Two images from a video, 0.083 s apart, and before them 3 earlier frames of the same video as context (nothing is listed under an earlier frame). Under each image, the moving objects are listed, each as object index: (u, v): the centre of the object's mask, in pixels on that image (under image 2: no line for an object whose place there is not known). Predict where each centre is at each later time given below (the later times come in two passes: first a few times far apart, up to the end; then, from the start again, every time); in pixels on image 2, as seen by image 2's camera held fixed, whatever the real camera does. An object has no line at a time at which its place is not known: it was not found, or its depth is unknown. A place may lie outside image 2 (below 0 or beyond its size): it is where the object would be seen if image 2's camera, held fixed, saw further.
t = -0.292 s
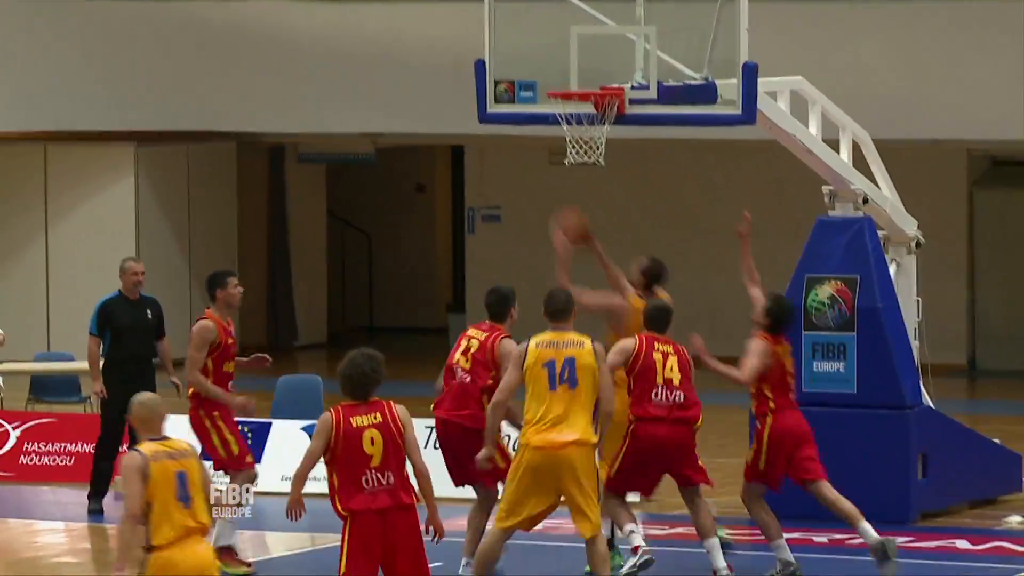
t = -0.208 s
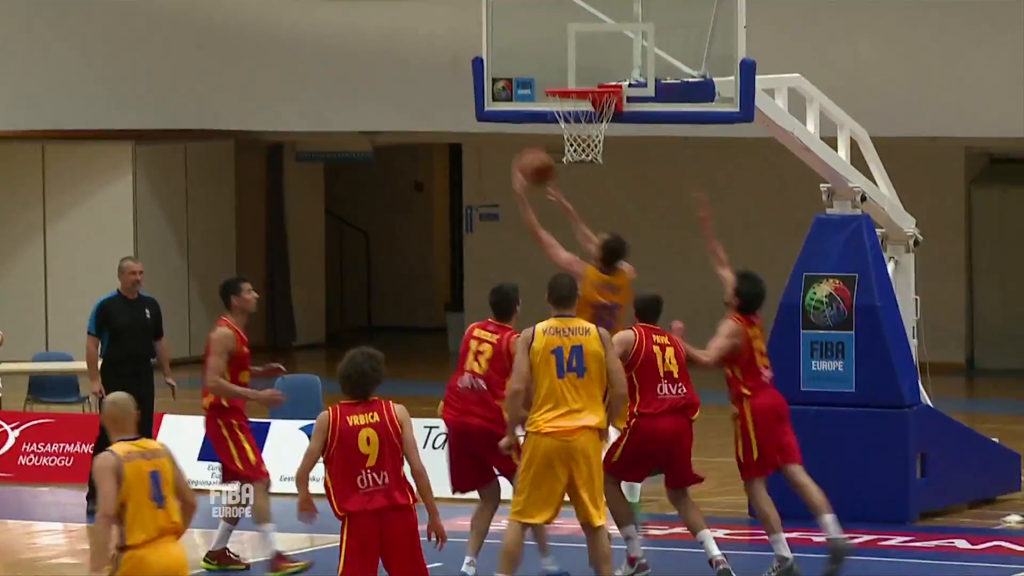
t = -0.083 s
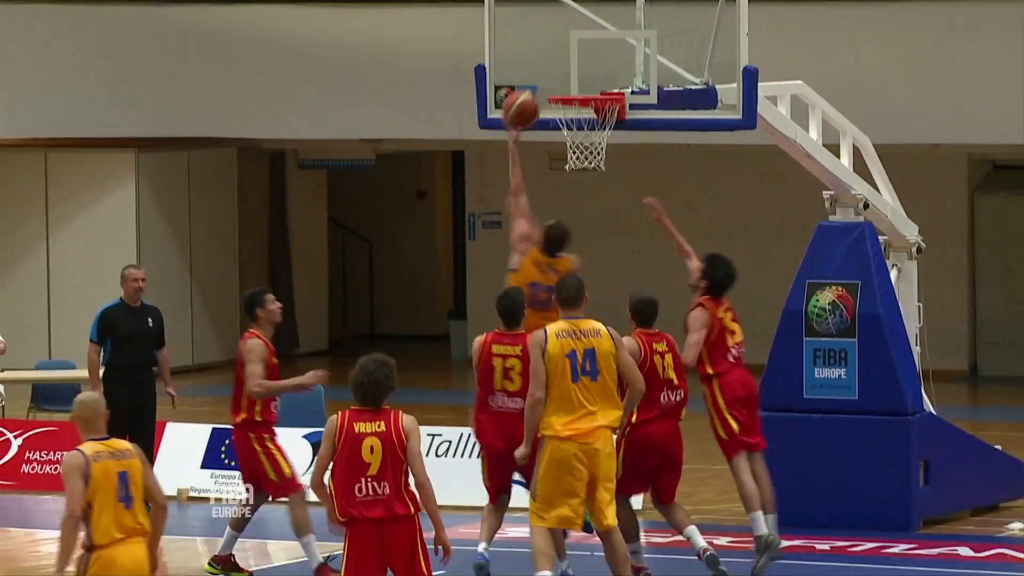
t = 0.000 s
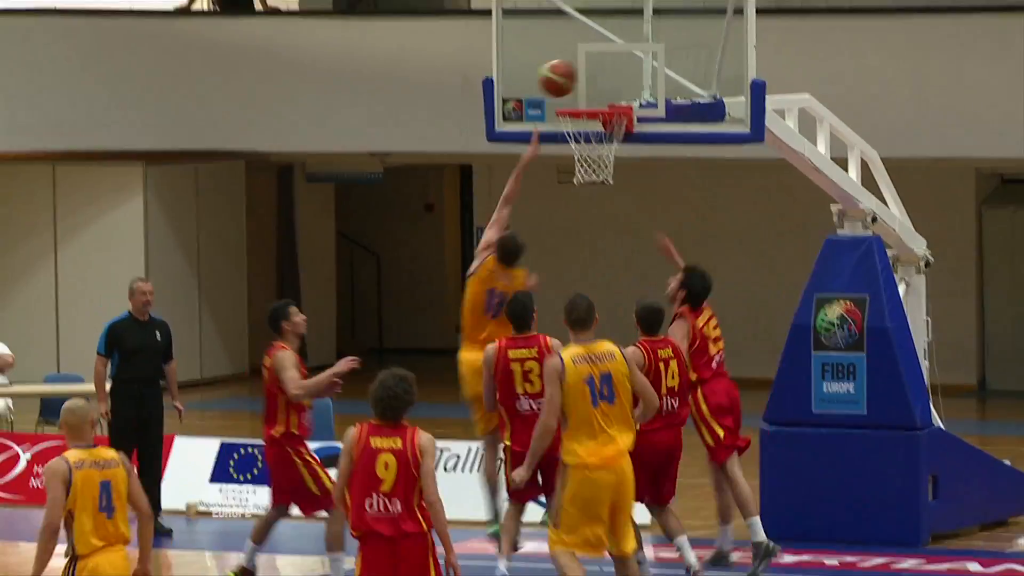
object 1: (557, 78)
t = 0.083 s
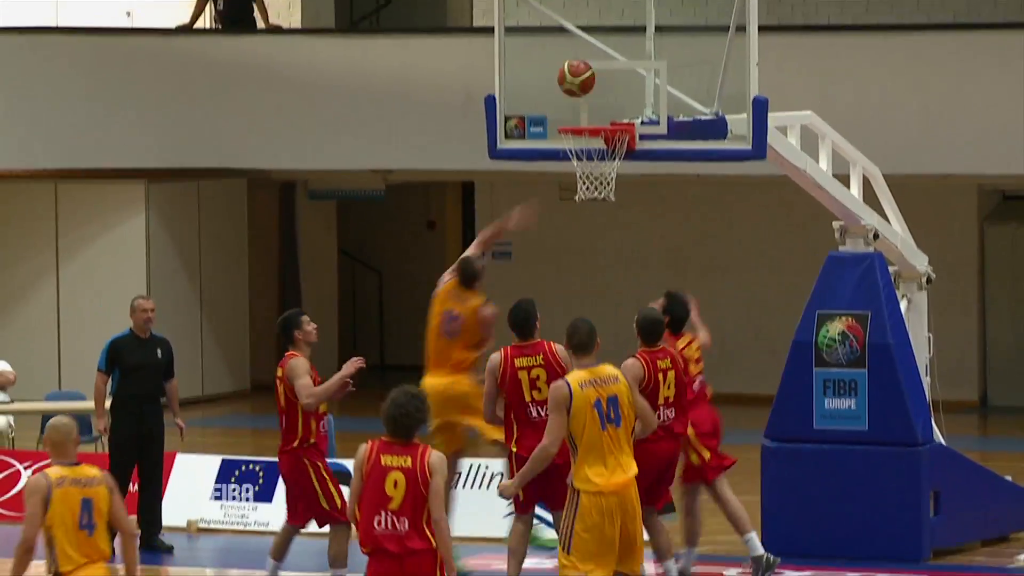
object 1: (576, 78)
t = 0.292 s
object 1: (590, 104)
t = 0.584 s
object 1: (595, 207)
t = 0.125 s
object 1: (579, 78)
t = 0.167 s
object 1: (581, 81)
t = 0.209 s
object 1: (585, 86)
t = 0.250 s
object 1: (587, 93)
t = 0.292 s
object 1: (590, 104)
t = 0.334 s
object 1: (593, 114)
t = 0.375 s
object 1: (596, 134)
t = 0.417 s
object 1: (598, 150)
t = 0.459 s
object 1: (599, 165)
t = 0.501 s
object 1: (598, 181)
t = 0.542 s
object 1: (596, 195)
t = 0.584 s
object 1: (595, 207)
